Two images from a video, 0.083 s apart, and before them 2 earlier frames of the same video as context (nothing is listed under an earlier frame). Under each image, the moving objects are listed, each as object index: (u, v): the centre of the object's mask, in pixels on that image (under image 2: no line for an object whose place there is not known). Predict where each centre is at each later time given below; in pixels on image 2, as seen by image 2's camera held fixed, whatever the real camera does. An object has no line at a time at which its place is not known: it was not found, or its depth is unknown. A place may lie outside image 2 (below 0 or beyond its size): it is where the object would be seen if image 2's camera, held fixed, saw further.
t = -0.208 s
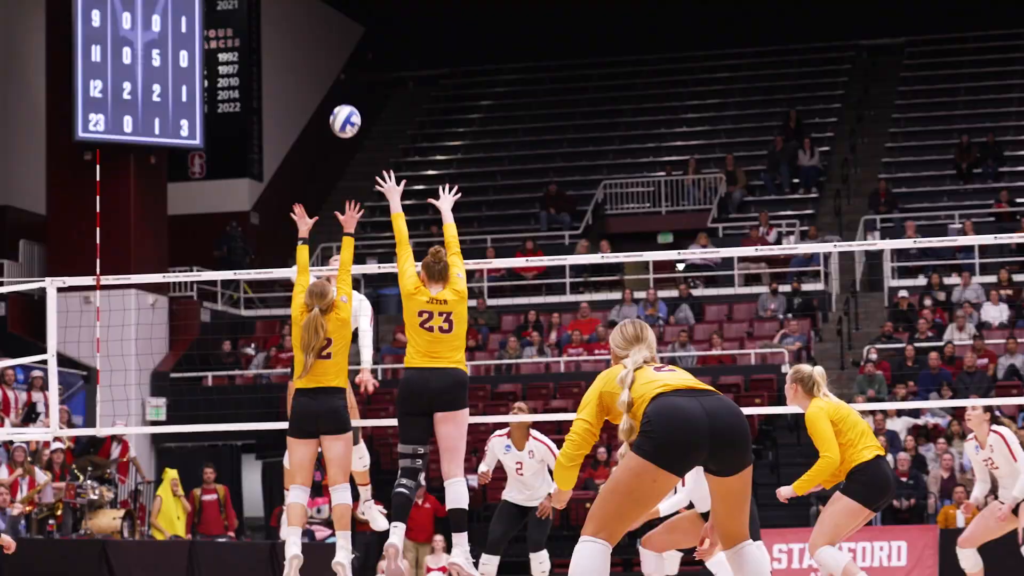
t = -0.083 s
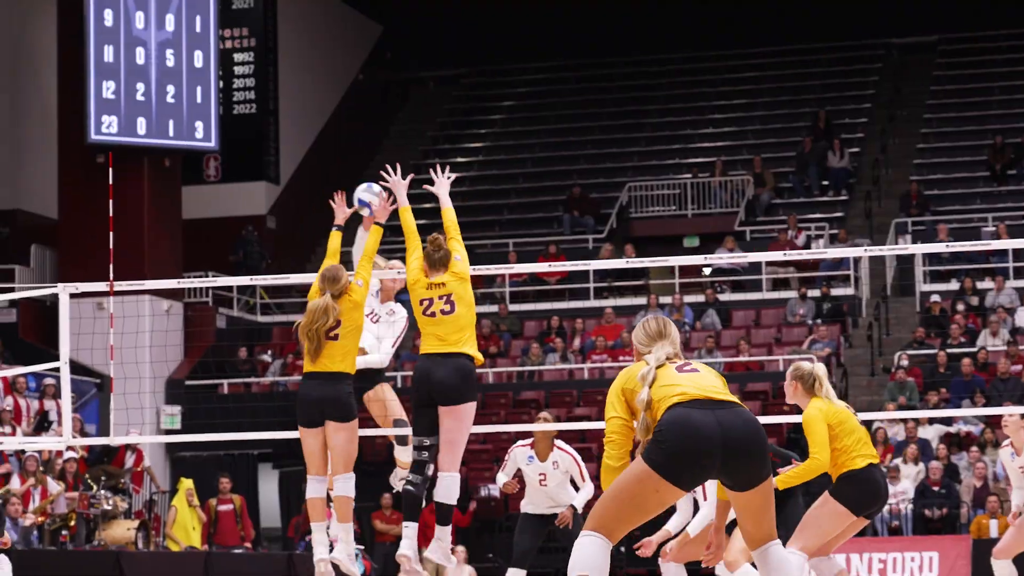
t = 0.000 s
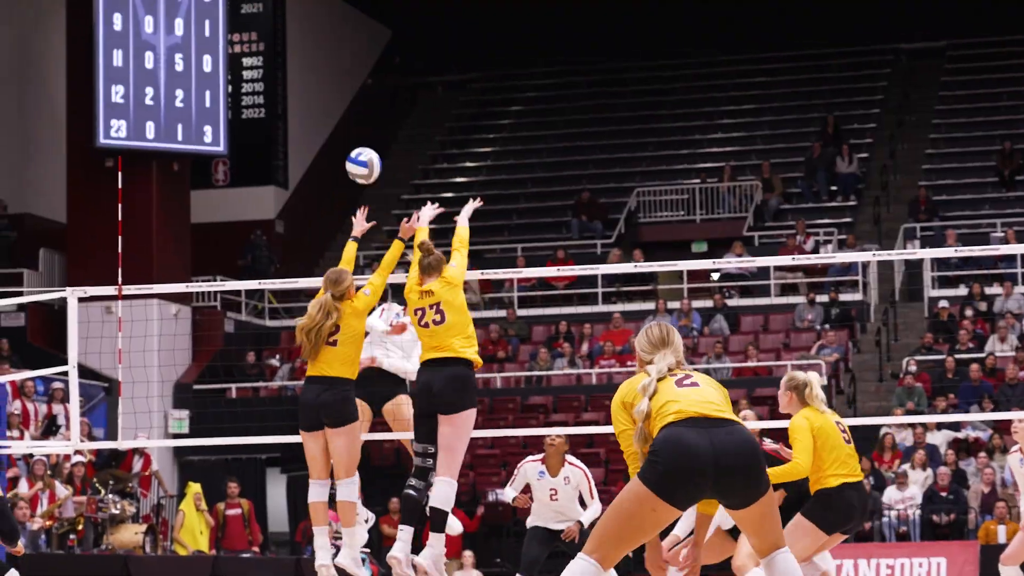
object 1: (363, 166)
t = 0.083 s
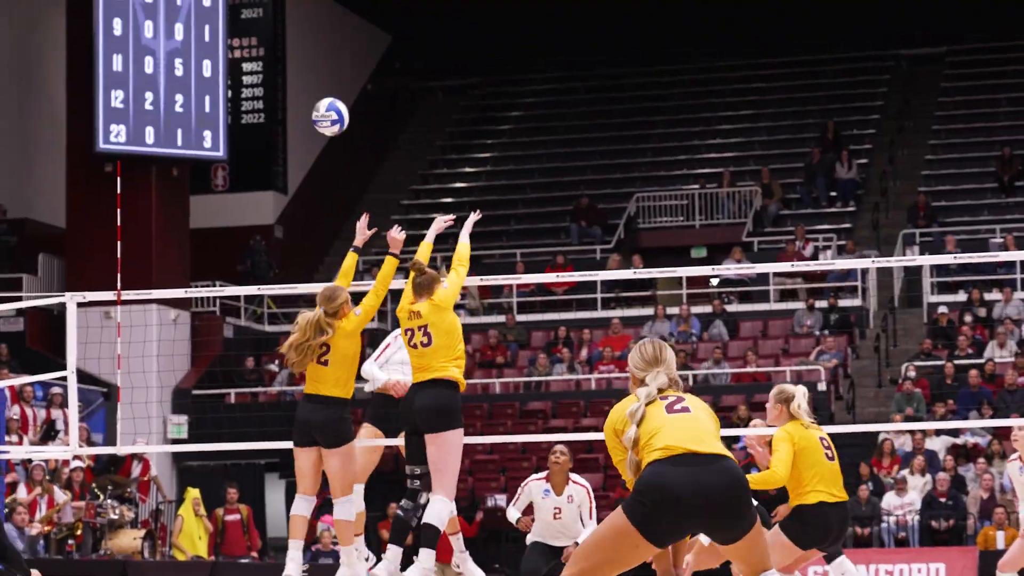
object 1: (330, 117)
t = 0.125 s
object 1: (314, 94)
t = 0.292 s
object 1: (243, 27)
